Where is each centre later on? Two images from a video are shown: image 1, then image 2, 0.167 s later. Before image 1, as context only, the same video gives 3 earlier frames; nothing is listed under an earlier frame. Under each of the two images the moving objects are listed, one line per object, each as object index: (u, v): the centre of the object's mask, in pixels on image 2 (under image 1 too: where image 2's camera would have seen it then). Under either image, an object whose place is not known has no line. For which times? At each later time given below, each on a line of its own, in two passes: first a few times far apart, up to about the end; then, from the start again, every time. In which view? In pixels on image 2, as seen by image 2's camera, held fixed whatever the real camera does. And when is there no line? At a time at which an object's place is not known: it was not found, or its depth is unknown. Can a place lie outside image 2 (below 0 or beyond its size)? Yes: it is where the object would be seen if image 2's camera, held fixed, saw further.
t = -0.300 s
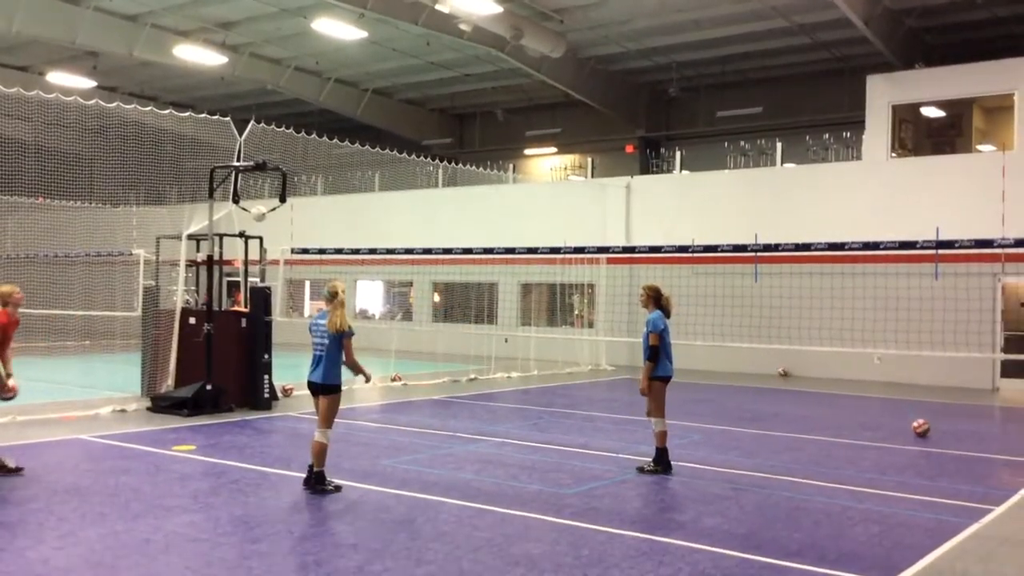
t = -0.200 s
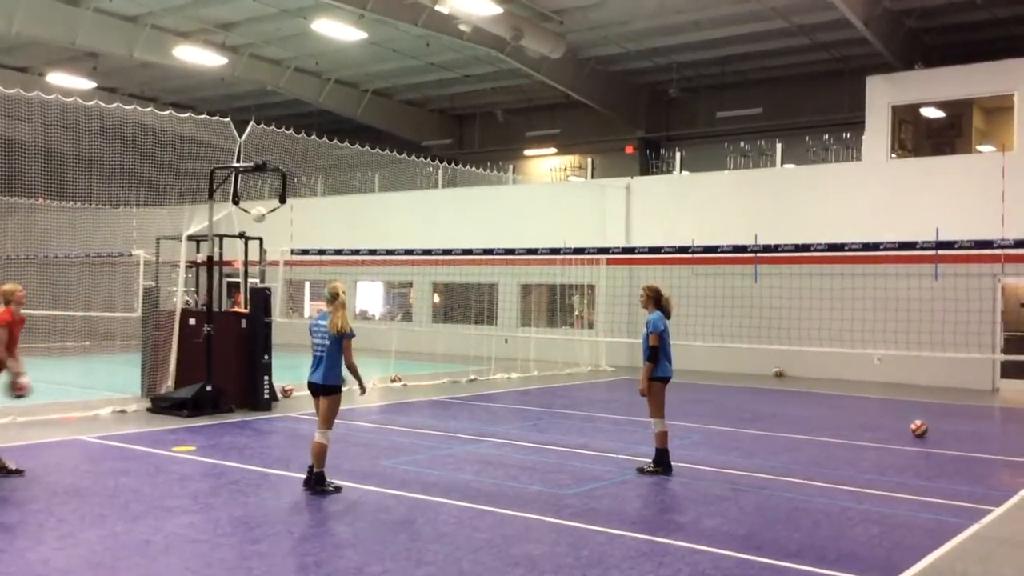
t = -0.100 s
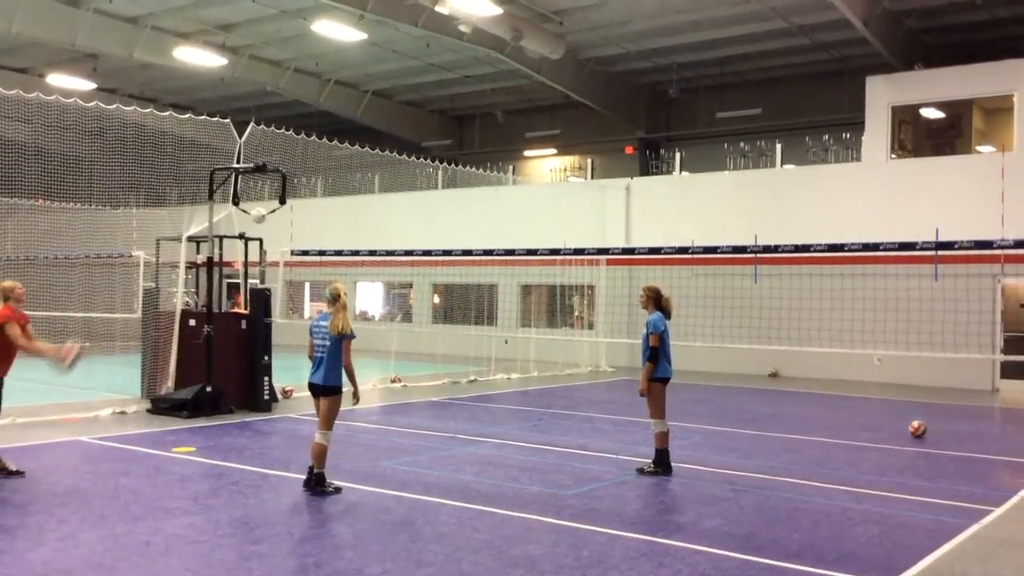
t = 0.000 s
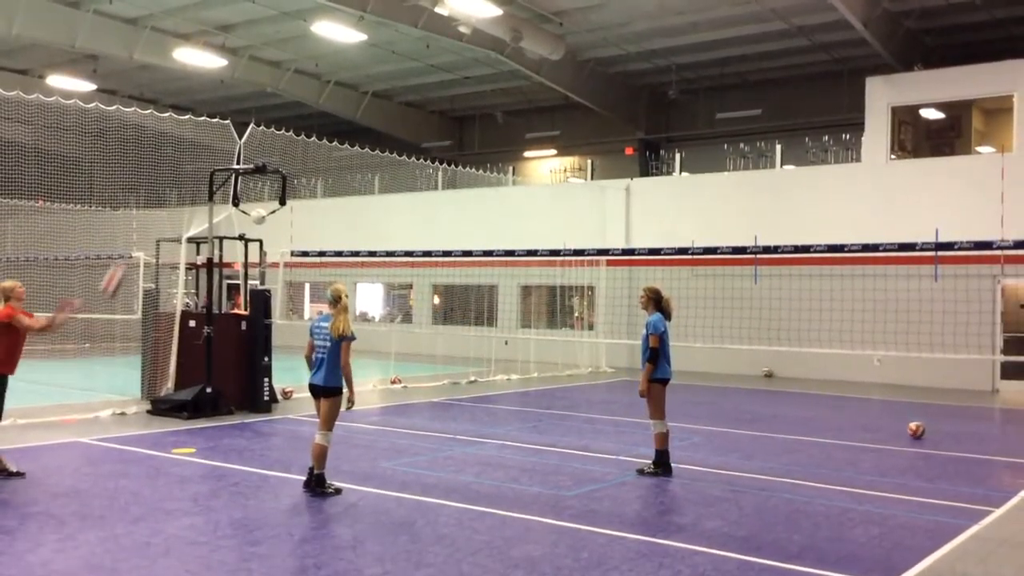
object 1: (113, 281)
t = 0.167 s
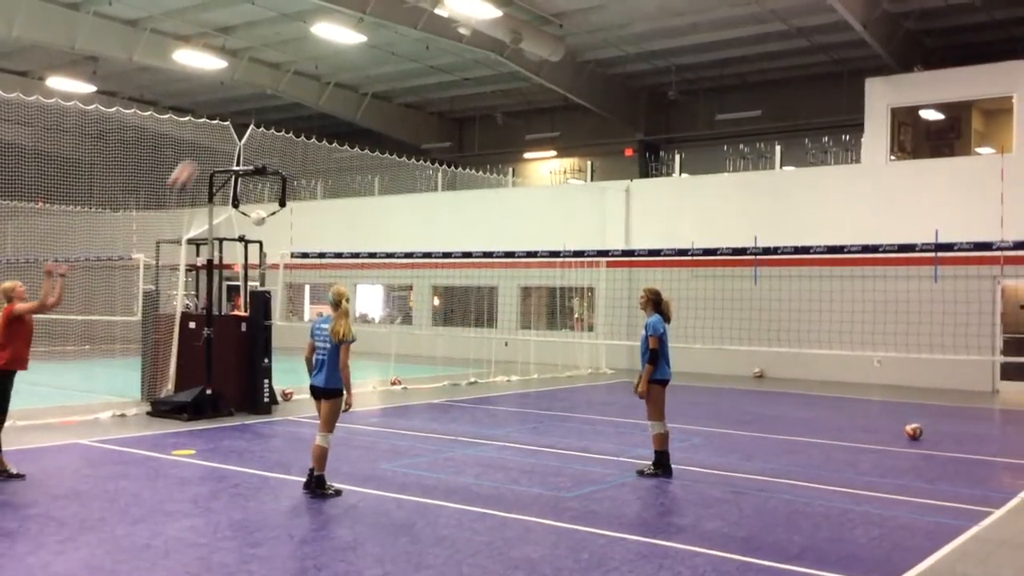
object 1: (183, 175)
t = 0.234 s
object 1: (209, 142)
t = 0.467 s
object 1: (299, 68)
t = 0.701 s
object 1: (383, 51)
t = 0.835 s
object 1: (428, 66)
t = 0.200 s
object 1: (196, 158)
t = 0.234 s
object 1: (209, 142)
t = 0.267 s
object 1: (224, 127)
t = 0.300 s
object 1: (237, 114)
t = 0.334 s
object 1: (249, 103)
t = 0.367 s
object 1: (261, 92)
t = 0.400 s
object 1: (273, 83)
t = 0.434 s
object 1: (286, 75)
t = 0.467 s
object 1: (299, 68)
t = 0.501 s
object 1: (312, 62)
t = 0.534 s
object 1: (323, 58)
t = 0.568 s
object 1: (334, 55)
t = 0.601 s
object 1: (346, 54)
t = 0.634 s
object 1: (360, 52)
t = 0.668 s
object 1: (372, 51)
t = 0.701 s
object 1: (383, 51)
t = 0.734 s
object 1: (394, 54)
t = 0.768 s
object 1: (406, 57)
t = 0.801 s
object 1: (417, 61)
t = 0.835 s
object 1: (428, 66)
